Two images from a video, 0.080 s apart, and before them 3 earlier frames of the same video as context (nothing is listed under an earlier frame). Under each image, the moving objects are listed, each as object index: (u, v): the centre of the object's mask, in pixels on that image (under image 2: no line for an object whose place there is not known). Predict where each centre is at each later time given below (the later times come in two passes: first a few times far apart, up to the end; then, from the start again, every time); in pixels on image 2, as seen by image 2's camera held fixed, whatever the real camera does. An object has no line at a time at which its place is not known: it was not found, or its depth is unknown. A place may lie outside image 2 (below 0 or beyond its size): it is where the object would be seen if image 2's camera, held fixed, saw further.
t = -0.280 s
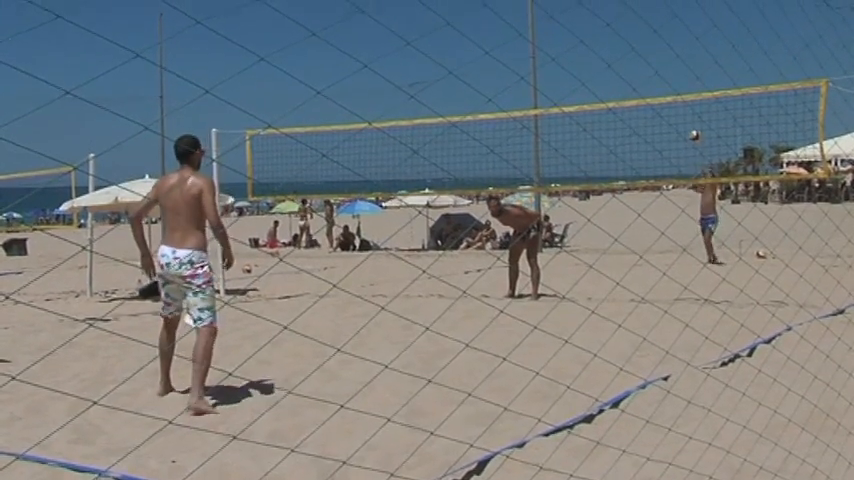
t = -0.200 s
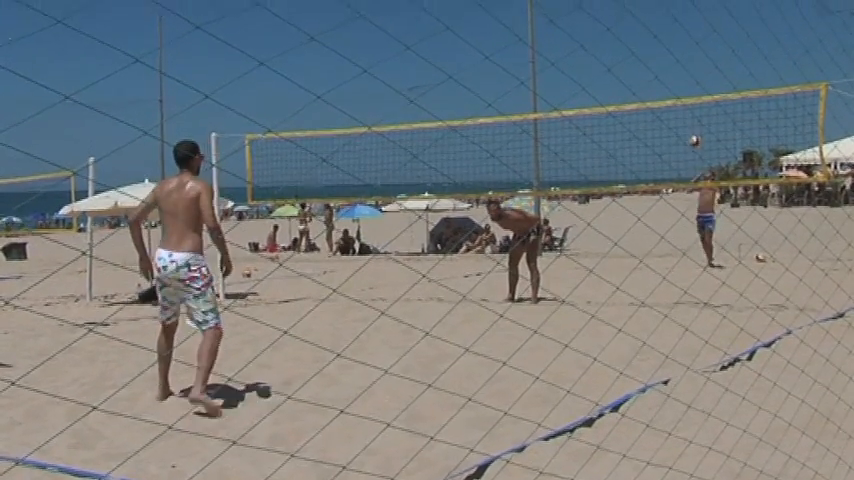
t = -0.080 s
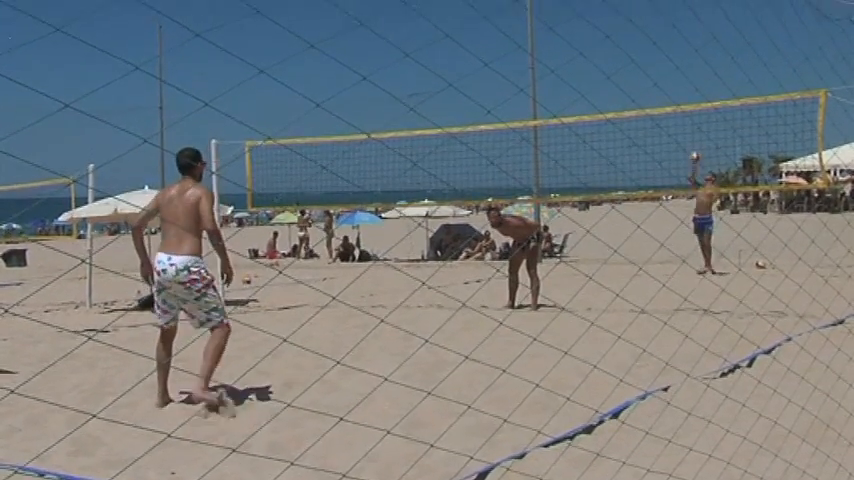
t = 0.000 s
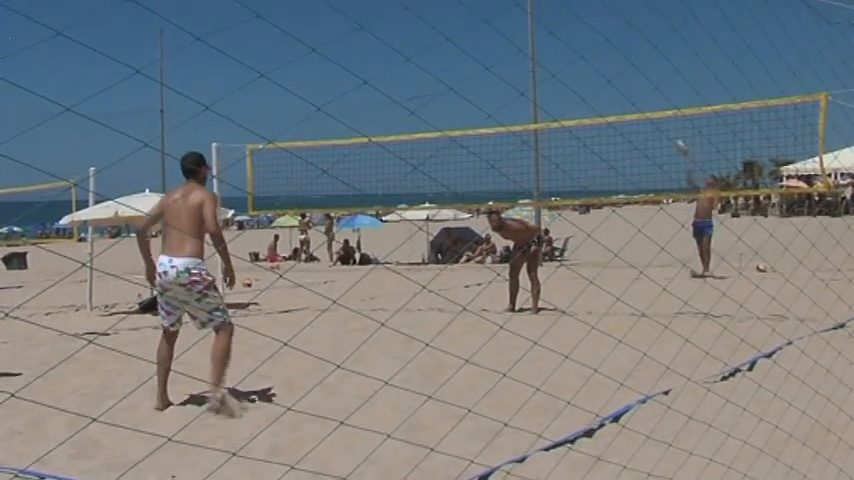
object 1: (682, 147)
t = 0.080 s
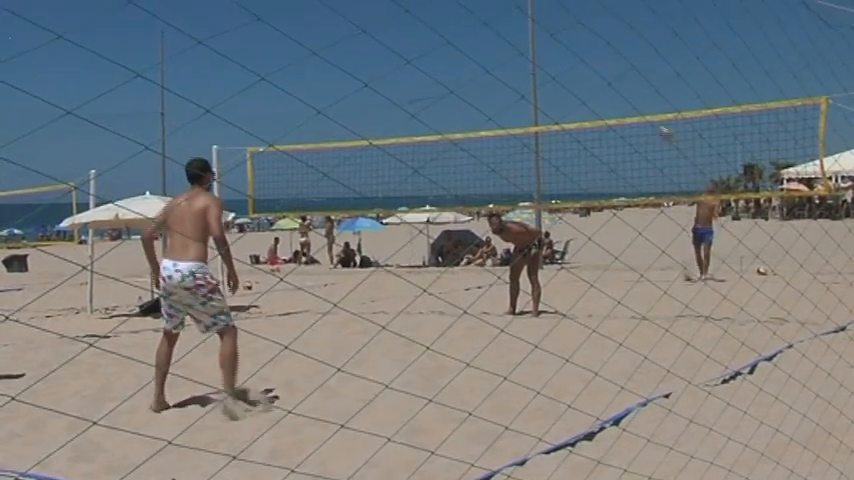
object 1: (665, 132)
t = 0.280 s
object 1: (616, 101)
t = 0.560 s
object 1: (531, 96)
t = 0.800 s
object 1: (435, 154)
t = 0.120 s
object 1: (657, 124)
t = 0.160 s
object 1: (646, 118)
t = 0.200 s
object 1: (637, 111)
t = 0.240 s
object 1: (627, 106)
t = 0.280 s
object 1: (616, 101)
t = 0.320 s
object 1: (605, 96)
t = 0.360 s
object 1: (593, 94)
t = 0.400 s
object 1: (582, 92)
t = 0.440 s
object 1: (571, 91)
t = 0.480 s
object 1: (557, 92)
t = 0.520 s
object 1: (545, 94)
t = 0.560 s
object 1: (531, 96)
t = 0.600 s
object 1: (517, 101)
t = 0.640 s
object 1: (502, 108)
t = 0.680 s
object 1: (487, 116)
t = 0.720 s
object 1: (470, 127)
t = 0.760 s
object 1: (452, 143)
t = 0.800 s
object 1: (435, 154)
